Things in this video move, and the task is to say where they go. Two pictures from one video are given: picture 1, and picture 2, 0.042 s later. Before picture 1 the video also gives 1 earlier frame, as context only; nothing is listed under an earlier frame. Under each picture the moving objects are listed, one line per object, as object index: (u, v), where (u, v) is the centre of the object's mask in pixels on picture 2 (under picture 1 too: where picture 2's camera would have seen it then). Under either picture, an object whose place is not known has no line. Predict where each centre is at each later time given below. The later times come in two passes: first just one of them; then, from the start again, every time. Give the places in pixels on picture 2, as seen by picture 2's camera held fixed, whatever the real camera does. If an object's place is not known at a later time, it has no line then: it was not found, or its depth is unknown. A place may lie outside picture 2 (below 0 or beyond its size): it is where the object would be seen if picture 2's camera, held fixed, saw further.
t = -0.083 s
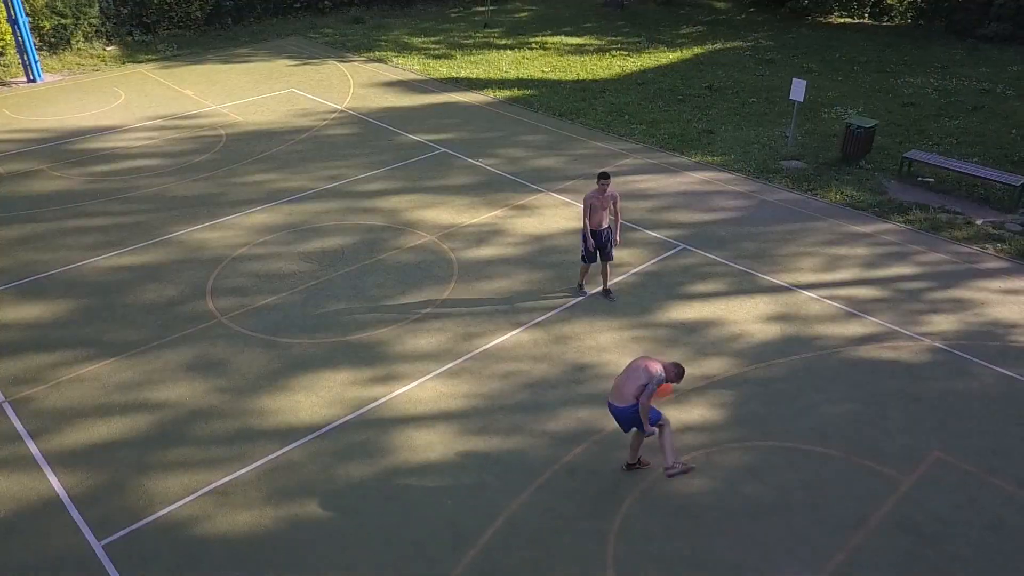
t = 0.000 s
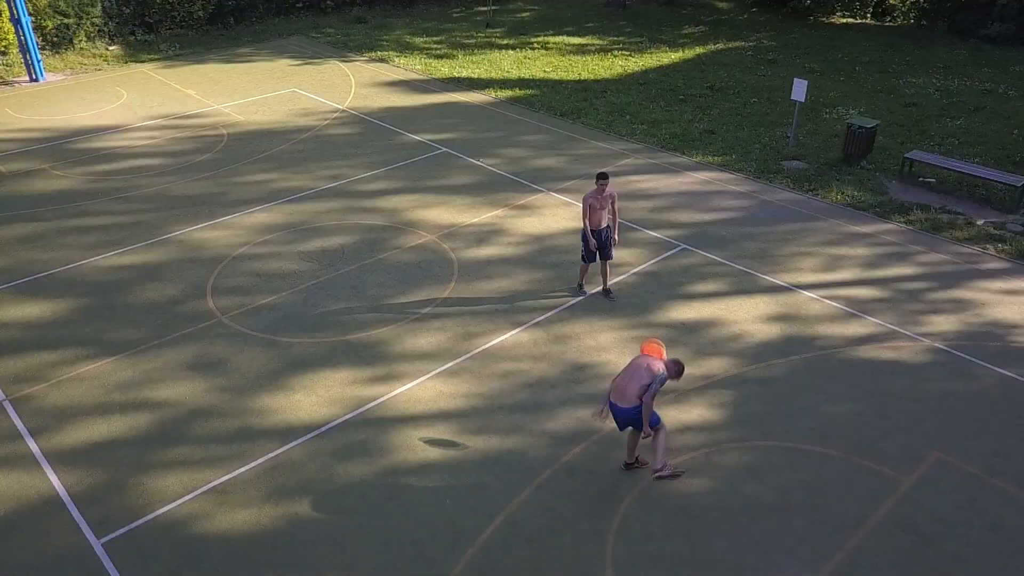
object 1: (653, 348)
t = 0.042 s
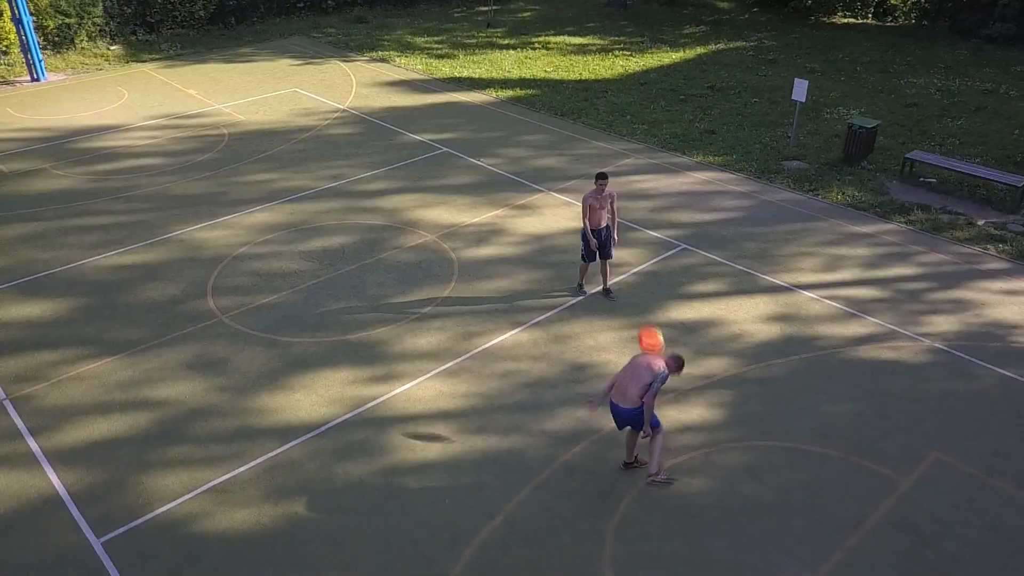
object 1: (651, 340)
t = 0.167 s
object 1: (644, 305)
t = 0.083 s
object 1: (649, 328)
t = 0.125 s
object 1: (646, 317)
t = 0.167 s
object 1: (644, 305)
